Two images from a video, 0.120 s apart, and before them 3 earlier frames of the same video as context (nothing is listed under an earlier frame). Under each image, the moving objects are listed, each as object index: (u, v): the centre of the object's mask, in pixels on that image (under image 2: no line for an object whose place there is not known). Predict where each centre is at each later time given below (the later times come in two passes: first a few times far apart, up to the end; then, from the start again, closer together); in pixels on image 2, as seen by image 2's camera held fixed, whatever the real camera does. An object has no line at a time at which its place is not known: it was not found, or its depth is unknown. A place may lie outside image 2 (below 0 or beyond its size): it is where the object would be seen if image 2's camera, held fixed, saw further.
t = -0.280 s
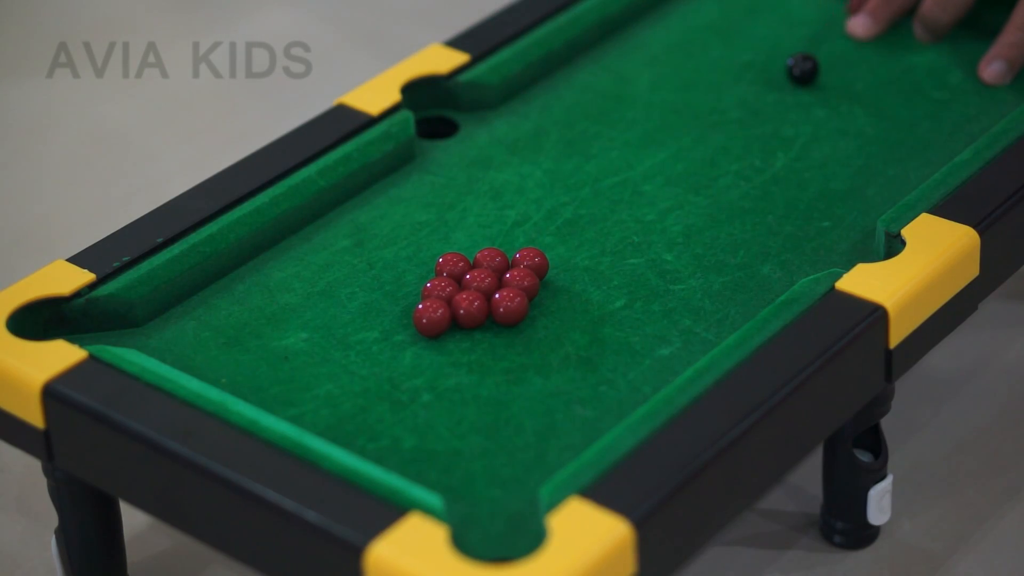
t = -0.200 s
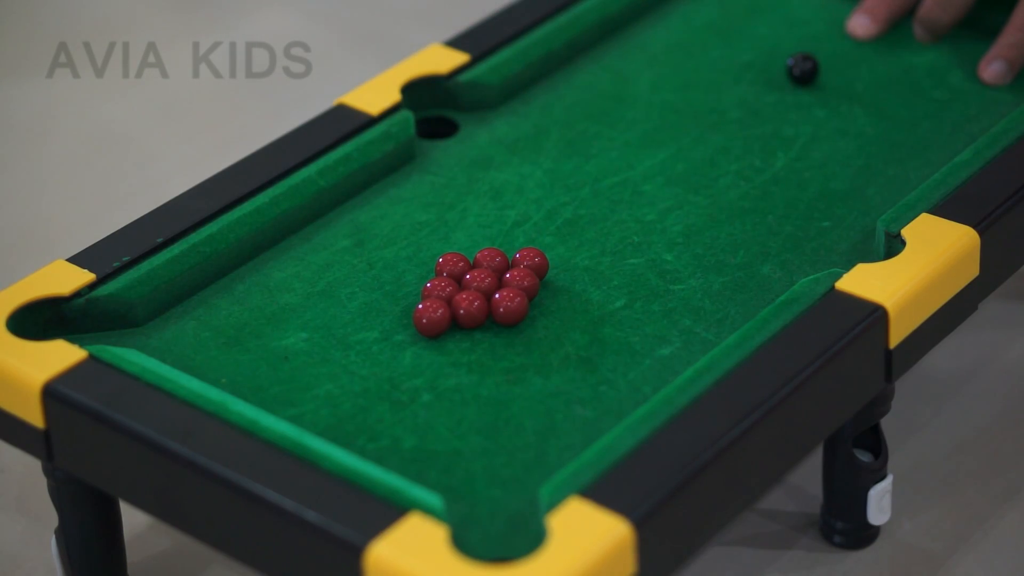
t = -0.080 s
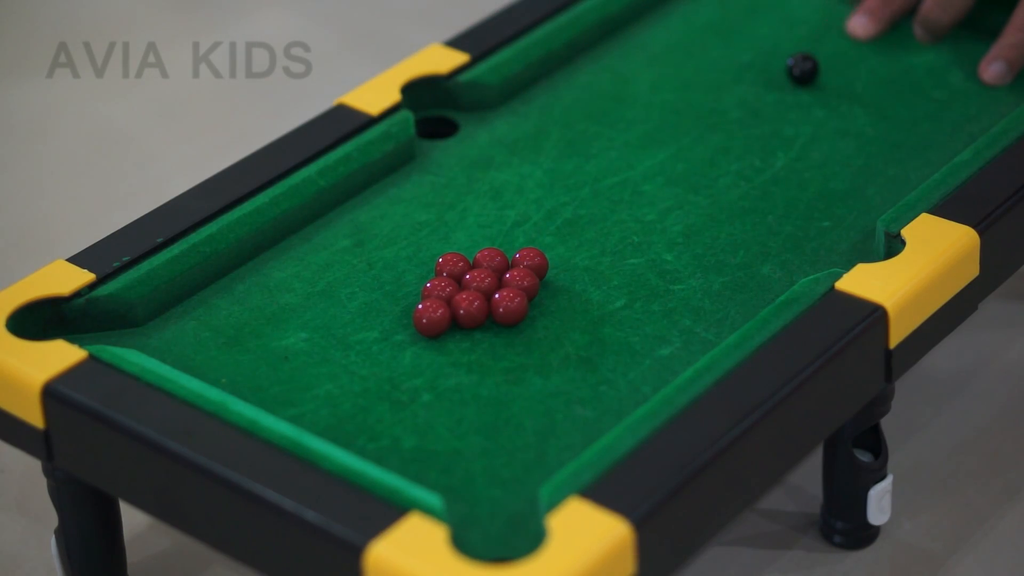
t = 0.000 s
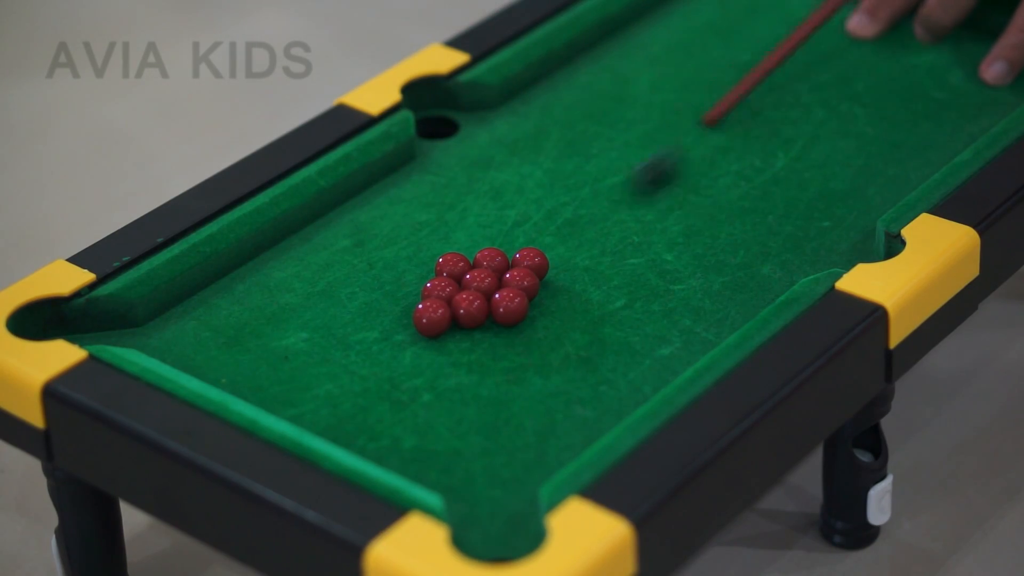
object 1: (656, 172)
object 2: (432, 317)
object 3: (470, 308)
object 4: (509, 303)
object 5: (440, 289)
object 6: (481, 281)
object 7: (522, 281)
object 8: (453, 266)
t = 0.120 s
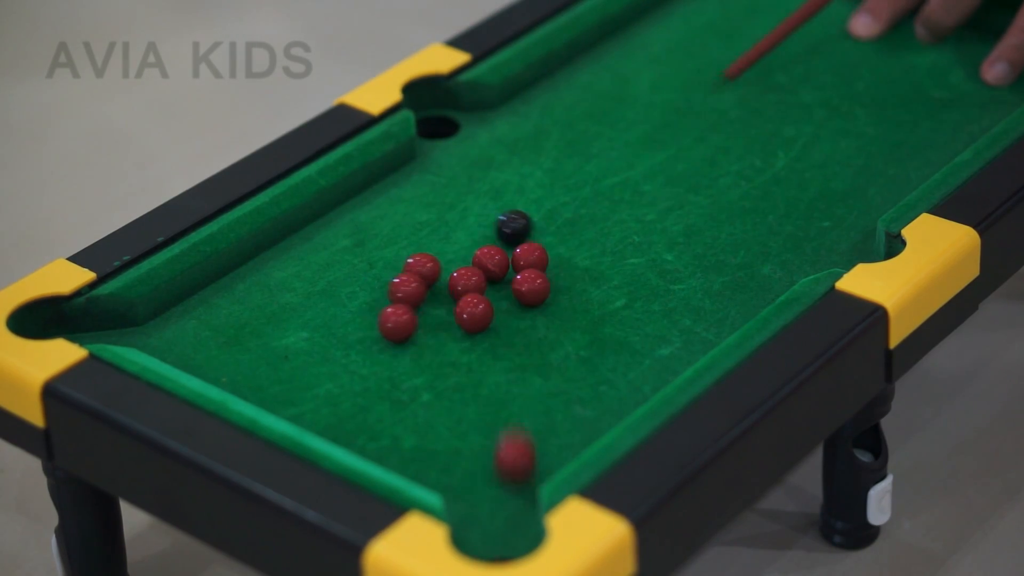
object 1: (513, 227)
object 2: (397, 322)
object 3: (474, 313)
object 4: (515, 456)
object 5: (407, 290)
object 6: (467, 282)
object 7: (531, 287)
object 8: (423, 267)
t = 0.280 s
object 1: (419, 224)
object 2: (355, 329)
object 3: (478, 312)
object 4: (484, 525)
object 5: (362, 289)
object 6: (463, 281)
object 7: (540, 288)
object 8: (391, 265)
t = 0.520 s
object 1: (323, 215)
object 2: (343, 335)
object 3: (490, 305)
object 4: (522, 485)
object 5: (352, 288)
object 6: (464, 282)
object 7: (538, 288)
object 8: (381, 263)
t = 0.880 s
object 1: (337, 218)
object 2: (343, 335)
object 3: (492, 304)
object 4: (530, 474)
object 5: (352, 288)
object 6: (464, 282)
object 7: (538, 288)
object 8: (381, 263)
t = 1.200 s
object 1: (337, 218)
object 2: (343, 335)
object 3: (492, 304)
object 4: (530, 474)
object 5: (352, 288)
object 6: (464, 282)
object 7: (538, 288)
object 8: (381, 263)
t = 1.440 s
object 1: (337, 218)
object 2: (343, 335)
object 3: (492, 304)
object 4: (530, 474)
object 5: (352, 287)
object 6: (464, 282)
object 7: (538, 287)
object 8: (381, 263)
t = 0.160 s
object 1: (489, 225)
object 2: (384, 324)
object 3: (475, 313)
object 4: (519, 529)
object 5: (394, 290)
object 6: (464, 281)
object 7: (535, 287)
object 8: (411, 267)
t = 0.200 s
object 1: (465, 225)
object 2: (371, 326)
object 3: (476, 313)
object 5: (382, 290)
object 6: (462, 281)
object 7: (539, 288)
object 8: (402, 266)
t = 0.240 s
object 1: (441, 224)
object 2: (362, 328)
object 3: (476, 313)
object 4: (478, 541)
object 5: (371, 290)
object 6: (463, 281)
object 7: (541, 288)
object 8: (395, 265)
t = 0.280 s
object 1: (419, 224)
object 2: (355, 329)
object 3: (478, 312)
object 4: (484, 525)
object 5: (362, 289)
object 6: (463, 281)
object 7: (540, 288)
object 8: (391, 265)
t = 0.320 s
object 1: (398, 223)
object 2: (351, 331)
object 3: (480, 311)
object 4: (491, 513)
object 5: (355, 288)
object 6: (464, 281)
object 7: (538, 288)
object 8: (387, 264)
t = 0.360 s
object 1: (380, 222)
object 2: (348, 332)
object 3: (482, 309)
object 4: (498, 504)
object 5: (352, 287)
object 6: (464, 281)
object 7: (537, 288)
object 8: (384, 263)
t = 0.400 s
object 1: (363, 221)
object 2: (345, 334)
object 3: (484, 308)
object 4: (506, 497)
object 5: (350, 287)
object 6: (464, 281)
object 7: (538, 288)
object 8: (382, 263)
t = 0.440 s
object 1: (348, 220)
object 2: (344, 334)
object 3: (487, 307)
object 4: (512, 493)
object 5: (350, 287)
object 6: (464, 282)
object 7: (538, 288)
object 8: (381, 263)
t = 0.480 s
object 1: (335, 218)
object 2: (343, 335)
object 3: (489, 306)
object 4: (517, 490)
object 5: (351, 288)
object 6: (464, 282)
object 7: (538, 288)
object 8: (381, 263)
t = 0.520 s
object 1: (323, 215)
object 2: (343, 335)
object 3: (490, 305)
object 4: (522, 485)
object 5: (352, 288)
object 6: (464, 282)
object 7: (538, 288)
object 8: (381, 263)
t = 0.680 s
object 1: (333, 218)
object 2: (343, 335)
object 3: (492, 304)
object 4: (528, 476)
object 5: (352, 288)
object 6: (464, 282)
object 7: (538, 288)
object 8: (381, 263)
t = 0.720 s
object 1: (334, 219)
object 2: (343, 335)
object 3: (492, 304)
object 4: (529, 475)
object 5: (352, 288)
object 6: (464, 282)
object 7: (538, 288)
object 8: (381, 263)
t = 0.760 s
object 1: (336, 218)
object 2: (343, 335)
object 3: (492, 304)
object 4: (530, 474)
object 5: (352, 288)
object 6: (464, 282)
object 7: (538, 288)
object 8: (381, 263)
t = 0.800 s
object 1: (337, 218)
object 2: (343, 335)
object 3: (492, 304)
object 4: (530, 474)
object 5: (352, 288)
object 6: (464, 282)
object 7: (538, 288)
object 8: (381, 263)
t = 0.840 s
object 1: (337, 218)
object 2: (343, 335)
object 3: (492, 304)
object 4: (530, 474)
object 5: (352, 288)
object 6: (464, 282)
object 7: (538, 288)
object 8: (381, 263)
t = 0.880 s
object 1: (337, 218)
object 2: (343, 335)
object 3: (492, 304)
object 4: (530, 474)
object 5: (352, 288)
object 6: (464, 282)
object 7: (538, 288)
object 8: (381, 263)
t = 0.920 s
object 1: (337, 218)
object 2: (343, 335)
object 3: (492, 304)
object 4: (530, 474)
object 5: (352, 288)
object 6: (464, 282)
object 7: (538, 288)
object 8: (381, 263)
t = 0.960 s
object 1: (337, 218)
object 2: (343, 335)
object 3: (492, 304)
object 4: (530, 474)
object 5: (352, 288)
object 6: (464, 282)
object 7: (538, 288)
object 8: (381, 263)
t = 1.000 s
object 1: (337, 218)
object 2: (343, 335)
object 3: (492, 304)
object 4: (530, 474)
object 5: (352, 288)
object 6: (464, 282)
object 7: (538, 288)
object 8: (381, 263)
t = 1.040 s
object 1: (337, 218)
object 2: (343, 335)
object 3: (492, 304)
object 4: (530, 474)
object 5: (352, 288)
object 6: (464, 282)
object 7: (538, 288)
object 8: (381, 263)
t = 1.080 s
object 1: (337, 218)
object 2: (343, 335)
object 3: (492, 304)
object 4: (530, 474)
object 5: (352, 288)
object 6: (464, 282)
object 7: (538, 288)
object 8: (381, 263)
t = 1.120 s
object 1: (337, 218)
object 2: (343, 335)
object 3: (492, 304)
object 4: (530, 474)
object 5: (352, 288)
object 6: (464, 282)
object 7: (538, 288)
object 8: (381, 263)
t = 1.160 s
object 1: (337, 218)
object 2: (343, 335)
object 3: (492, 304)
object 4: (530, 474)
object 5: (352, 288)
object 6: (464, 282)
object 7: (538, 288)
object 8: (381, 263)
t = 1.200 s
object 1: (337, 218)
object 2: (343, 335)
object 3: (492, 304)
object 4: (530, 474)
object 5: (352, 288)
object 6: (464, 282)
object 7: (538, 288)
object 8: (381, 263)
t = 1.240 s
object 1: (337, 218)
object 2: (343, 335)
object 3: (492, 304)
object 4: (530, 474)
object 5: (352, 288)
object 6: (464, 282)
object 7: (538, 288)
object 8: (381, 263)
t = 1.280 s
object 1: (337, 218)
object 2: (343, 335)
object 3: (492, 304)
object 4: (530, 474)
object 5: (352, 288)
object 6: (464, 282)
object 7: (538, 288)
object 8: (381, 263)
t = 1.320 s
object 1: (337, 218)
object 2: (343, 335)
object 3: (492, 304)
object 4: (530, 474)
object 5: (352, 288)
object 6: (464, 282)
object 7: (538, 288)
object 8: (381, 263)
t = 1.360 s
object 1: (337, 218)
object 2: (343, 335)
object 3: (492, 304)
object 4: (530, 475)
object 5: (352, 288)
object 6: (464, 282)
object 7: (538, 288)
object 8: (381, 263)
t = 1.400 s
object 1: (337, 218)
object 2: (343, 335)
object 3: (492, 304)
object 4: (530, 475)
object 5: (352, 288)
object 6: (464, 282)
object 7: (538, 288)
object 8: (381, 263)
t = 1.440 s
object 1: (337, 218)
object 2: (343, 335)
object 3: (492, 304)
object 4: (530, 474)
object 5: (352, 287)
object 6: (464, 282)
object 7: (538, 287)
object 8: (381, 263)
